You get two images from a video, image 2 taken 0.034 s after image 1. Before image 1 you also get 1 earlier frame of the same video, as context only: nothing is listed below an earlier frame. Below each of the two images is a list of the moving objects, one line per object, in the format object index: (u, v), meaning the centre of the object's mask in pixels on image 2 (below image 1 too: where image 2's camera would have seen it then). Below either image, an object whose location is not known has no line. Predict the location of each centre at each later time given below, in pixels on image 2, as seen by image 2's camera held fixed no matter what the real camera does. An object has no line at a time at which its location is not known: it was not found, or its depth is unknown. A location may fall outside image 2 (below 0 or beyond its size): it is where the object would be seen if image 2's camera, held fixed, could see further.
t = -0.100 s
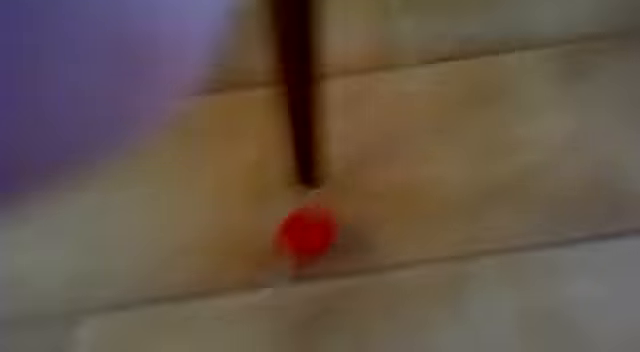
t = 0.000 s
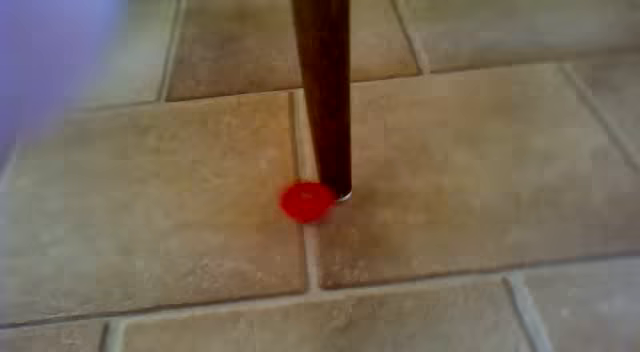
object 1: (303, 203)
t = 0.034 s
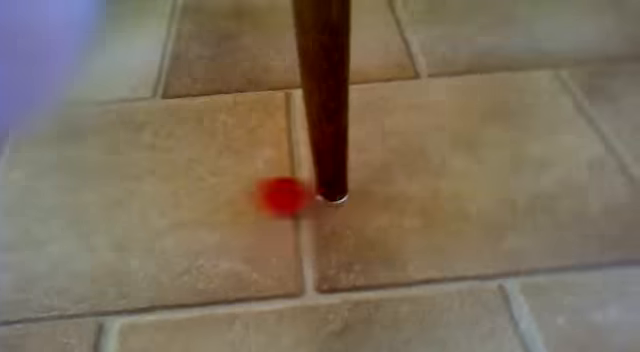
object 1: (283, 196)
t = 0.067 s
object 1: (254, 194)
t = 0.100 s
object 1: (231, 191)
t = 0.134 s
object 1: (206, 190)
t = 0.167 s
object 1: (184, 187)
